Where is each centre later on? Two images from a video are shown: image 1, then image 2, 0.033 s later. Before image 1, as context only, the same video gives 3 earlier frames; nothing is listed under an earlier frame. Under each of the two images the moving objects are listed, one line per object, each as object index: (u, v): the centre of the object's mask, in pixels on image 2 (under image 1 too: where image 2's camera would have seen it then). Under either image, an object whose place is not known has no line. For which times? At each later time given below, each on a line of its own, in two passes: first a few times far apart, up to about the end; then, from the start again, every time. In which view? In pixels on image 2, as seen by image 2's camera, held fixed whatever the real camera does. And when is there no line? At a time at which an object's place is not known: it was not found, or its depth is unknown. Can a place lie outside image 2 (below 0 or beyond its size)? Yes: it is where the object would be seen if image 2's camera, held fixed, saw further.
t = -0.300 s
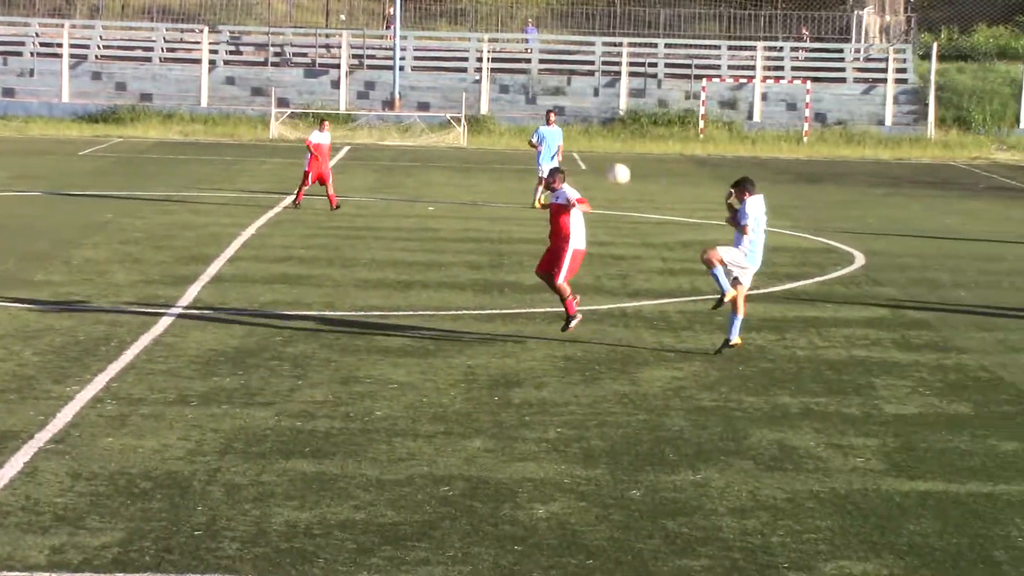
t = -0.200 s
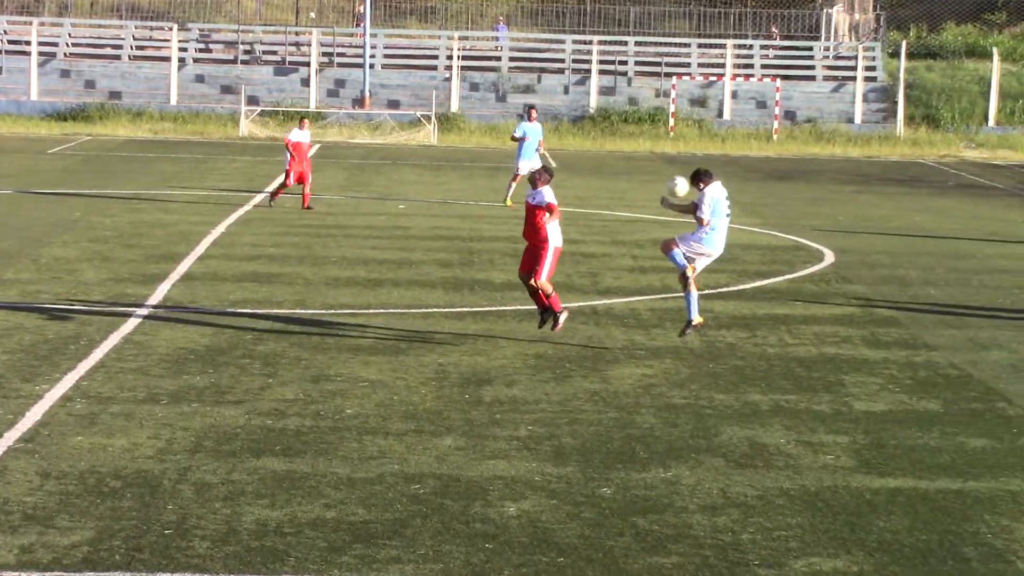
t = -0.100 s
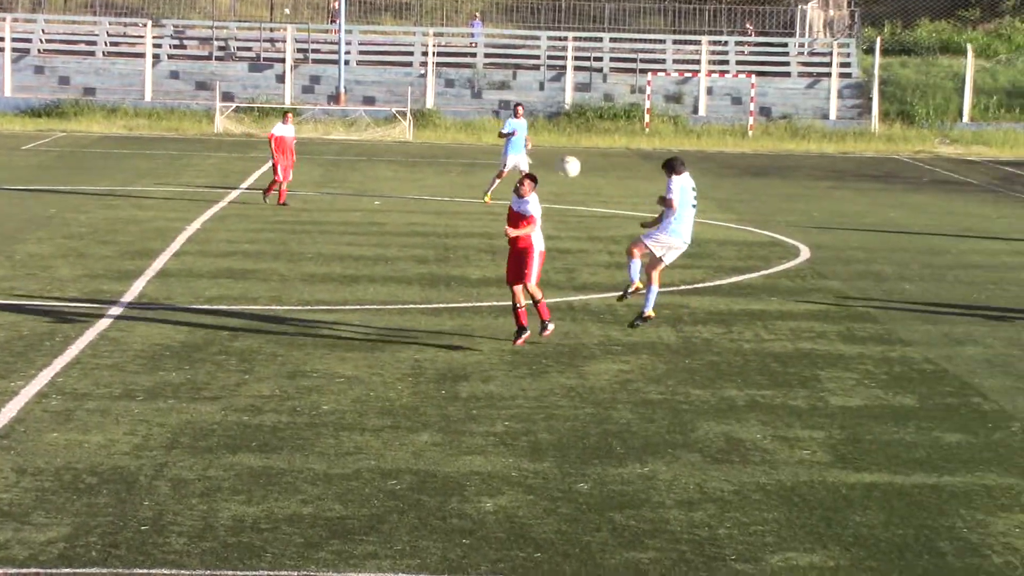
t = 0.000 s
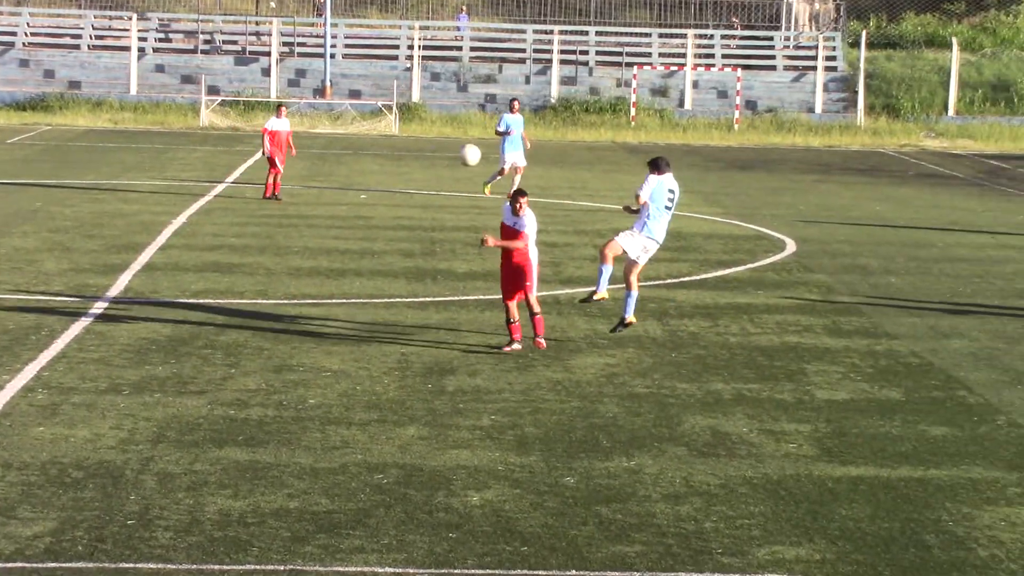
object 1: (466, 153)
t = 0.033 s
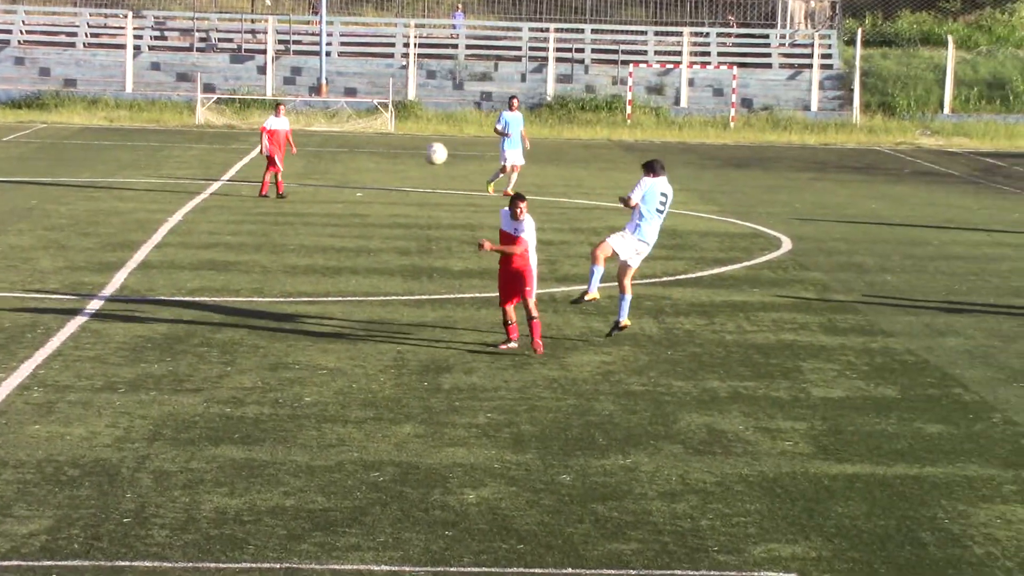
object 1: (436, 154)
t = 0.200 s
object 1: (287, 175)
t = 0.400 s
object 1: (96, 243)
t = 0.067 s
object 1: (407, 155)
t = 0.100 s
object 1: (377, 158)
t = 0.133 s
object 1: (347, 162)
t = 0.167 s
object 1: (316, 168)
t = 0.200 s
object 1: (287, 175)
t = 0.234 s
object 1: (255, 183)
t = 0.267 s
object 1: (224, 192)
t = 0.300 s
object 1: (193, 203)
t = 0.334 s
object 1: (160, 214)
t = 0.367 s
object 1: (128, 228)
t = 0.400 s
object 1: (96, 243)
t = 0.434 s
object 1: (64, 260)
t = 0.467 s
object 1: (30, 277)
